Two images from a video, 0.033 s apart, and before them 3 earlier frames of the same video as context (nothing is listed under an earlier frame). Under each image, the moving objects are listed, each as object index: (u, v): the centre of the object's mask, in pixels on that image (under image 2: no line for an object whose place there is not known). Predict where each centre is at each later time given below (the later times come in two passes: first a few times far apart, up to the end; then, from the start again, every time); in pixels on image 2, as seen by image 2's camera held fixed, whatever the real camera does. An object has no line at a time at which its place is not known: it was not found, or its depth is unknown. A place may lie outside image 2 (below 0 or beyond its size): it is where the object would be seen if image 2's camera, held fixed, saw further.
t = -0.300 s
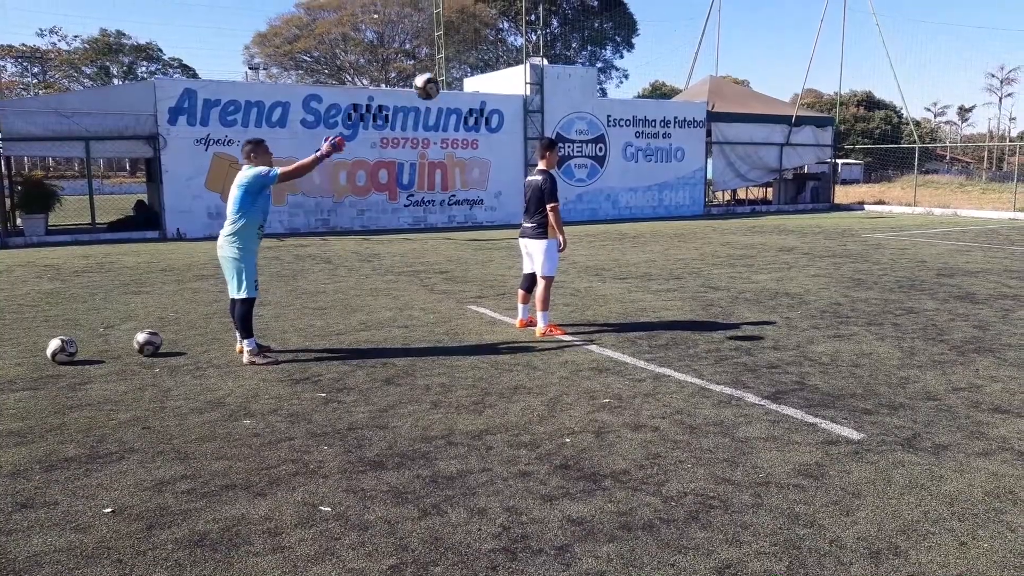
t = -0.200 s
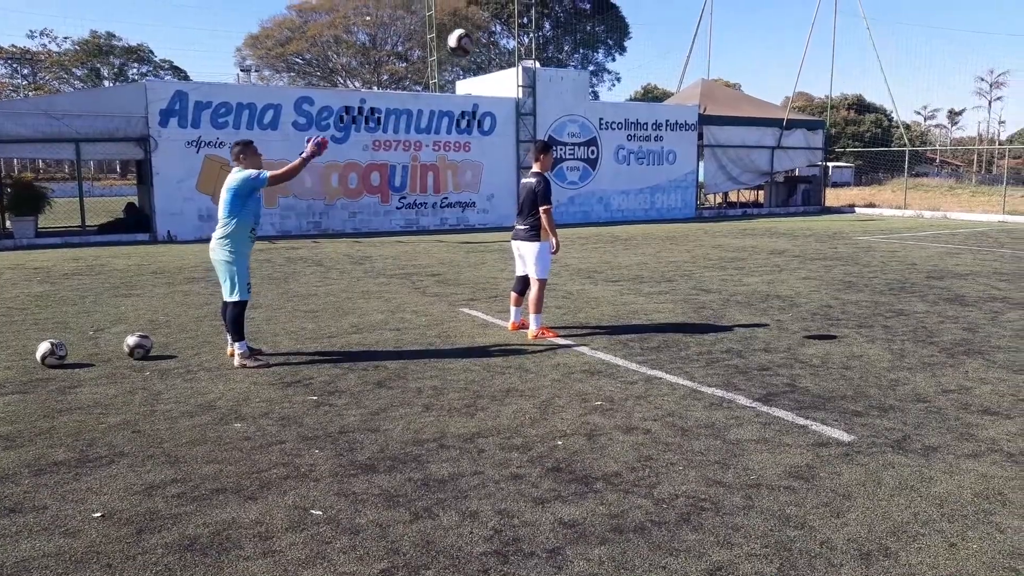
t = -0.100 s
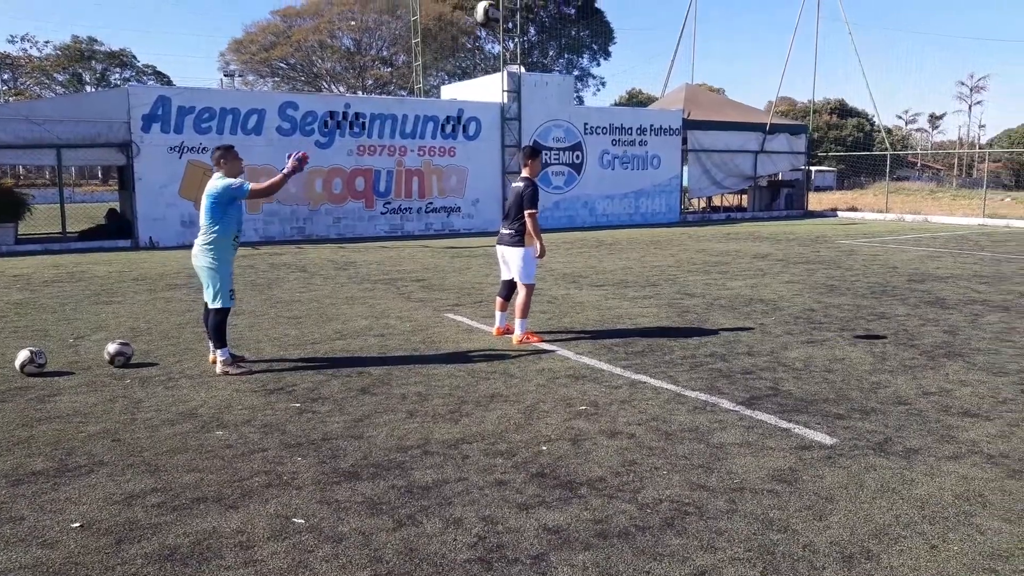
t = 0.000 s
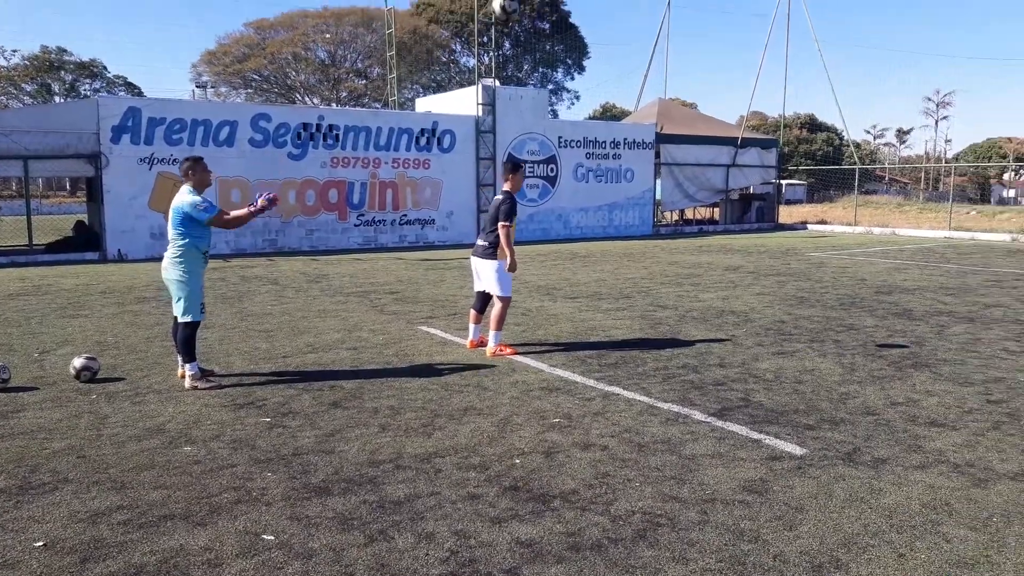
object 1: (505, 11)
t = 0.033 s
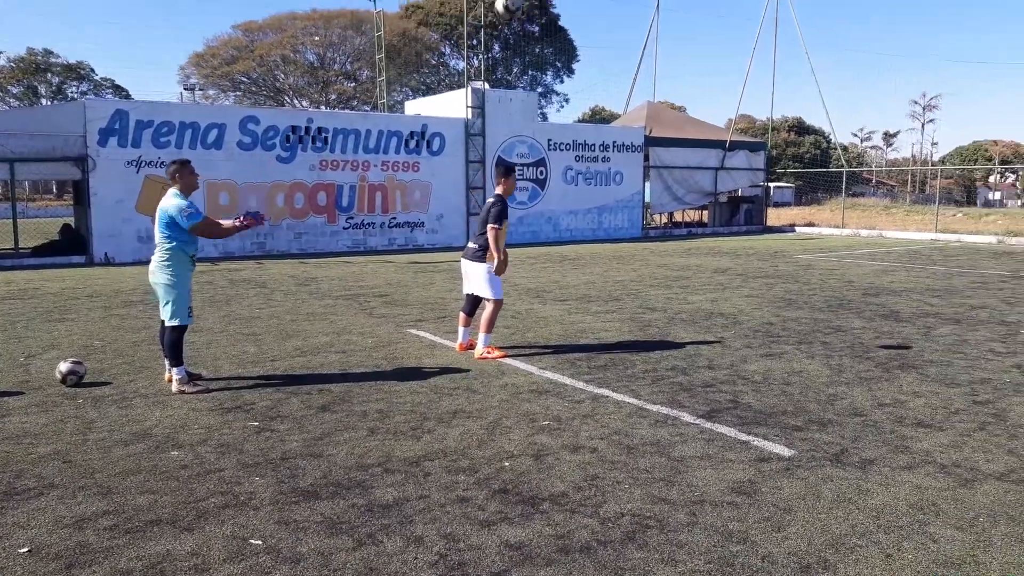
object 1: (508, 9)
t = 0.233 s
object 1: (589, 14)
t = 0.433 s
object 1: (665, 67)
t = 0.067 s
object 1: (522, 6)
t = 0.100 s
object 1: (536, 4)
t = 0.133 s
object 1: (549, 3)
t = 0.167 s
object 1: (563, 5)
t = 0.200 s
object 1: (577, 10)
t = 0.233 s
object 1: (589, 14)
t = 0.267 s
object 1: (603, 19)
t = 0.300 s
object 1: (616, 26)
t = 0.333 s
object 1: (628, 35)
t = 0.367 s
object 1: (641, 44)
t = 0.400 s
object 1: (653, 55)
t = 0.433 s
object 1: (665, 67)
